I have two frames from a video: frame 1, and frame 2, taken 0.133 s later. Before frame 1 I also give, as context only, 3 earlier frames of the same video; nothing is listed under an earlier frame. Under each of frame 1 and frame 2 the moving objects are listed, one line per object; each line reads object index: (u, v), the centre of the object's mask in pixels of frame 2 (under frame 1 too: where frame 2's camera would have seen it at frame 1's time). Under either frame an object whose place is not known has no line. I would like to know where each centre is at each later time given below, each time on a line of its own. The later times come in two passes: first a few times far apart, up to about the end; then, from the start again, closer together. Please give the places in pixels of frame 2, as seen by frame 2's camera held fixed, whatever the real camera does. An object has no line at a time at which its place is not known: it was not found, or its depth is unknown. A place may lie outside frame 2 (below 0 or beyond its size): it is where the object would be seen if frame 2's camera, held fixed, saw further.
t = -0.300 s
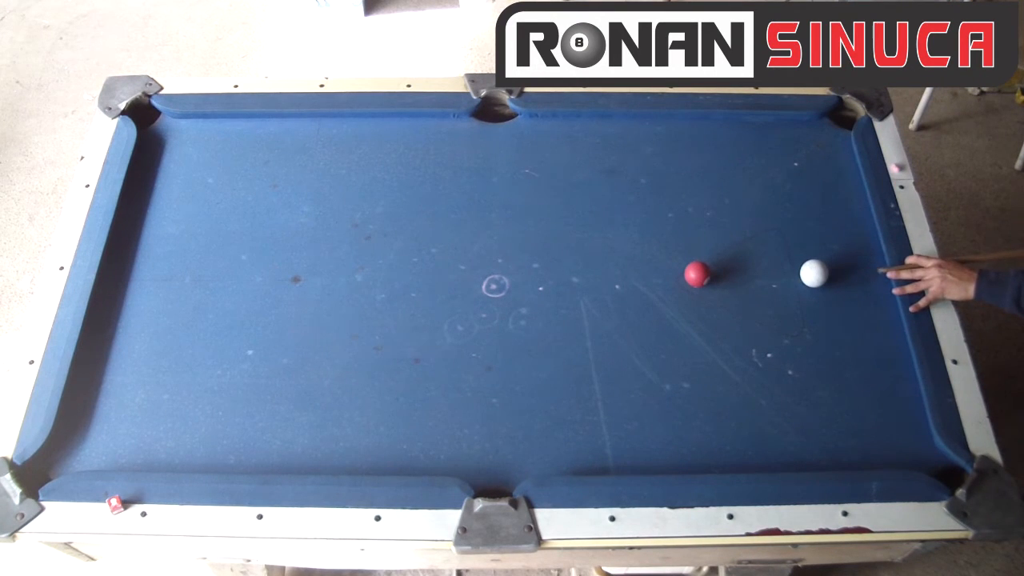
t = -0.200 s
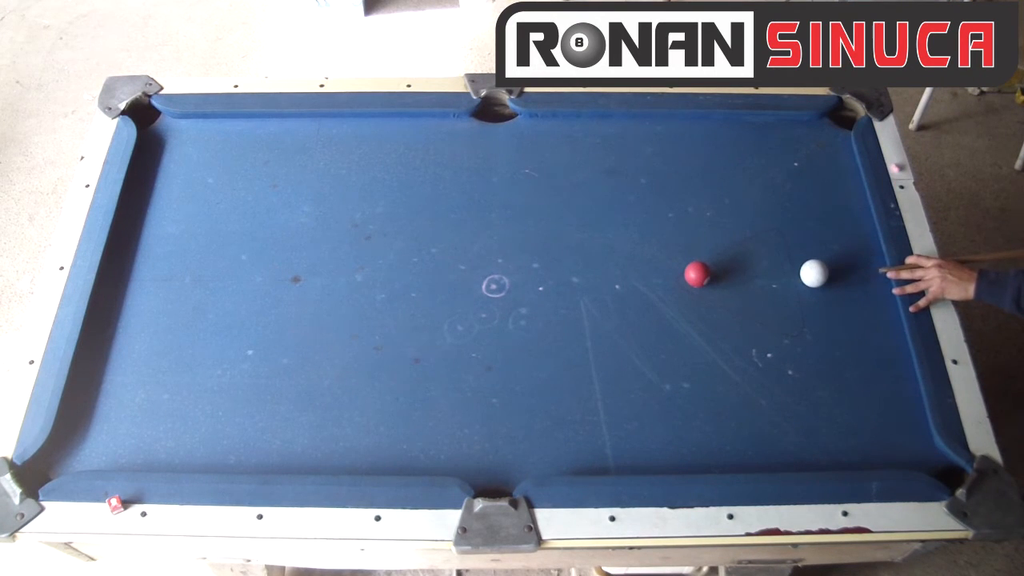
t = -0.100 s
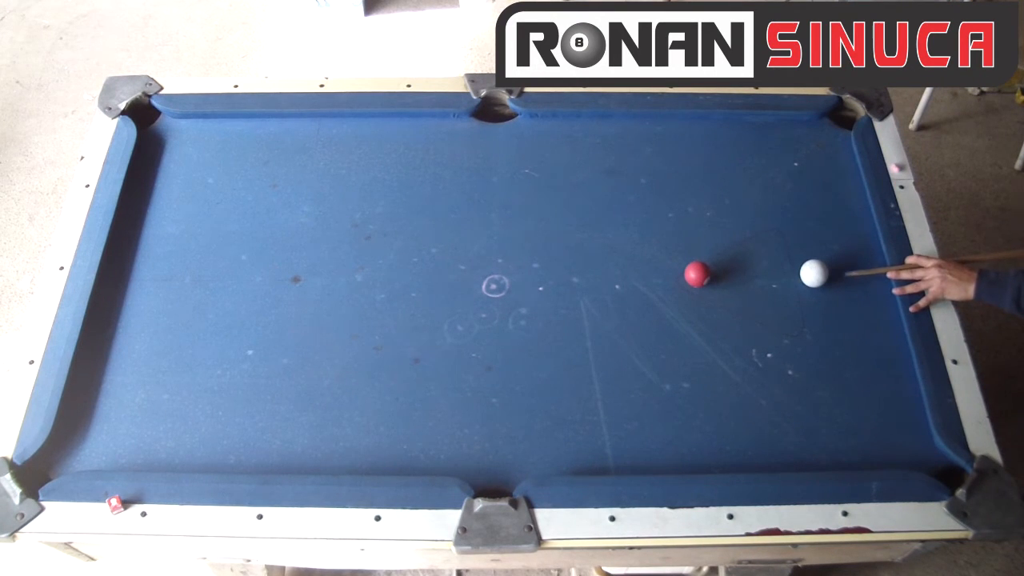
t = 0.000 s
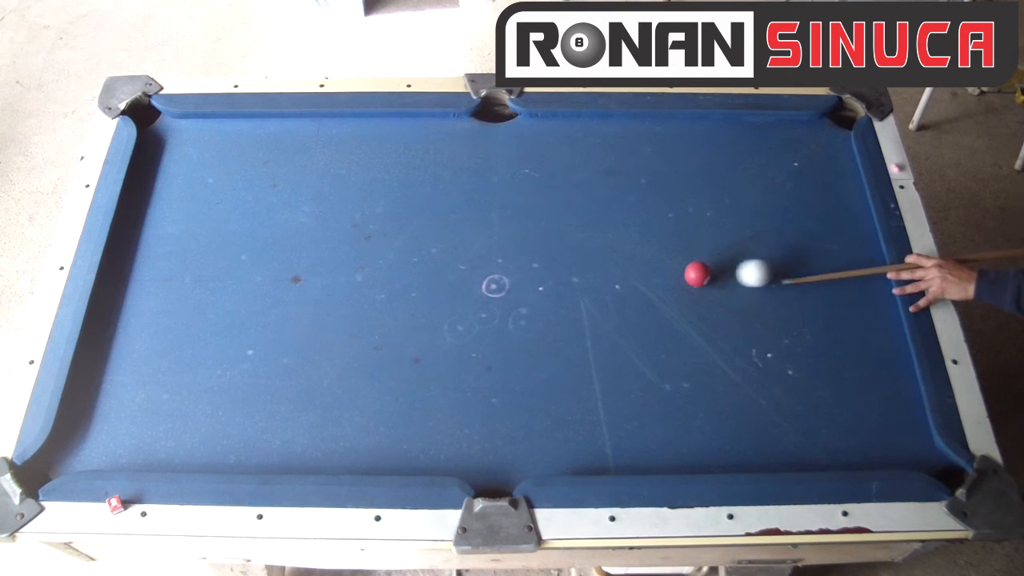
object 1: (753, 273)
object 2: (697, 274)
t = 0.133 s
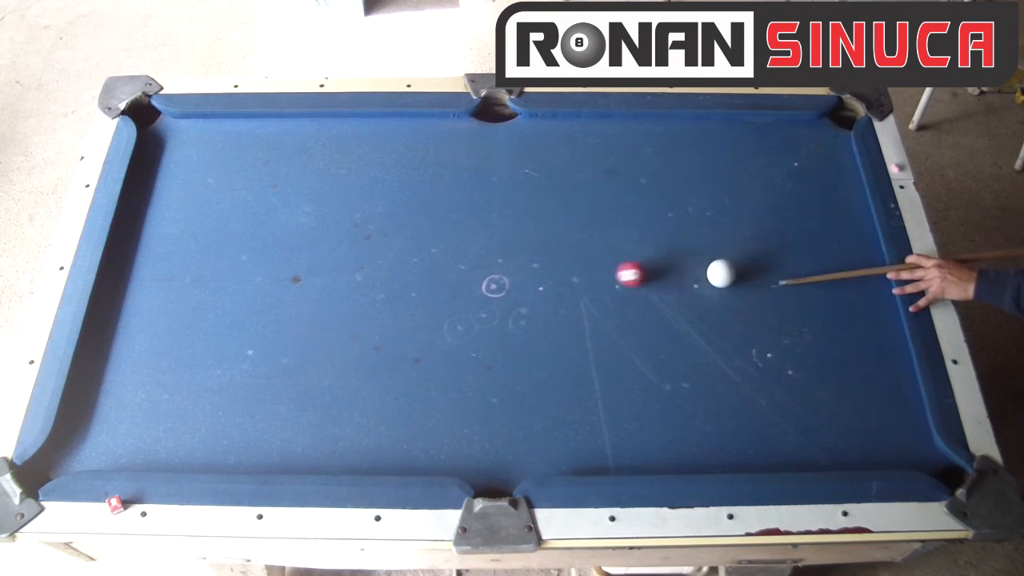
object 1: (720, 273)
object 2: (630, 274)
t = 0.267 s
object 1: (720, 273)
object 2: (549, 273)
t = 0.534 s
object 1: (720, 273)
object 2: (390, 271)
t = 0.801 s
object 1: (720, 273)
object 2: (236, 269)
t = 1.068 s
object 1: (720, 273)
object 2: (123, 265)
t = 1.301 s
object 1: (720, 273)
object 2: (221, 266)
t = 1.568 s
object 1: (720, 273)
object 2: (326, 266)
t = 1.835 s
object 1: (720, 273)
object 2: (429, 265)
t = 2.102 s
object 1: (720, 273)
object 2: (529, 264)
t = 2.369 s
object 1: (720, 273)
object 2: (624, 263)
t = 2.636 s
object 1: (728, 277)
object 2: (702, 256)
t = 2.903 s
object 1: (761, 293)
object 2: (732, 229)
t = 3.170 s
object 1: (791, 308)
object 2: (758, 206)
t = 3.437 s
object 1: (818, 321)
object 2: (782, 184)
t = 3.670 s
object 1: (839, 331)
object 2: (799, 167)
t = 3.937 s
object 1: (860, 342)
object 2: (816, 150)
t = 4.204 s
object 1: (877, 350)
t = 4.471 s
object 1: (891, 357)
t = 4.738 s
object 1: (899, 362)
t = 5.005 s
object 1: (896, 365)
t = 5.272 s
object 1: (895, 365)
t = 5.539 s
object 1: (895, 365)
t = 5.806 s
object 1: (895, 365)
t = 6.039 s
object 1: (895, 366)
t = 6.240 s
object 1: (895, 365)
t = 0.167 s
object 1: (721, 273)
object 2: (610, 274)
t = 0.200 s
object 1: (720, 273)
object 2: (589, 273)
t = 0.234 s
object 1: (720, 273)
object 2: (569, 273)
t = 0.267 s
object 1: (720, 273)
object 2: (549, 273)
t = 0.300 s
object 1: (720, 273)
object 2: (528, 273)
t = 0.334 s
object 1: (720, 273)
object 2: (508, 273)
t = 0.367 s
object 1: (720, 273)
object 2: (488, 273)
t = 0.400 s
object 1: (720, 273)
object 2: (468, 272)
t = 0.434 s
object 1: (720, 273)
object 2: (448, 272)
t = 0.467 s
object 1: (720, 273)
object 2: (429, 272)
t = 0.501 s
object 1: (720, 273)
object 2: (409, 272)
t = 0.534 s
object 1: (720, 273)
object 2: (390, 271)
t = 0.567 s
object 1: (720, 273)
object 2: (369, 271)
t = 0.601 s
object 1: (720, 273)
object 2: (349, 271)
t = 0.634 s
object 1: (720, 273)
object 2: (330, 271)
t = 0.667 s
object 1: (720, 273)
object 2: (311, 270)
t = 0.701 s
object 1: (720, 273)
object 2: (291, 270)
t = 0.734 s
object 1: (720, 273)
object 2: (273, 270)
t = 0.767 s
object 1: (720, 273)
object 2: (255, 269)
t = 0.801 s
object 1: (720, 273)
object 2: (236, 269)
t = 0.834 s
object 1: (720, 273)
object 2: (217, 269)
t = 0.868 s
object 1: (720, 273)
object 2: (199, 269)
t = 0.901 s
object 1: (720, 273)
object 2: (181, 268)
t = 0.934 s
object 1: (720, 273)
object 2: (163, 268)
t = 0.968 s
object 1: (720, 273)
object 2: (144, 267)
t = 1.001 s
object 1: (720, 273)
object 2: (126, 267)
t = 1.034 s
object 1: (720, 273)
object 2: (112, 266)
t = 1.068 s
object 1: (720, 273)
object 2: (123, 265)
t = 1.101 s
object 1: (720, 273)
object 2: (139, 267)
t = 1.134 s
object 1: (720, 273)
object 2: (153, 266)
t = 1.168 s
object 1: (720, 273)
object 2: (167, 266)
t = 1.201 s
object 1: (720, 273)
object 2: (180, 266)
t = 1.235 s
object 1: (720, 273)
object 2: (193, 266)
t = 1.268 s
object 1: (720, 273)
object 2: (207, 267)
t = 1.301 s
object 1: (720, 273)
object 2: (221, 266)
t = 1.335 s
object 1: (720, 273)
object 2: (233, 266)
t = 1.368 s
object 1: (720, 273)
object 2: (247, 266)
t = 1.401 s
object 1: (720, 273)
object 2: (260, 266)
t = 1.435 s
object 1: (720, 273)
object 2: (273, 266)
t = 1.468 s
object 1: (720, 273)
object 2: (287, 267)
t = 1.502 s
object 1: (720, 273)
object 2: (299, 267)
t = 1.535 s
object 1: (720, 273)
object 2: (313, 266)
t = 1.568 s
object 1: (720, 273)
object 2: (326, 266)
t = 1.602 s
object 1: (720, 273)
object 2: (339, 266)
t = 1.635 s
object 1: (720, 273)
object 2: (352, 265)
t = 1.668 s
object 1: (720, 273)
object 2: (365, 266)
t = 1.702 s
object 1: (720, 273)
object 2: (378, 265)
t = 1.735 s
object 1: (720, 273)
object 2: (390, 265)
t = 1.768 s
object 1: (720, 273)
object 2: (403, 265)
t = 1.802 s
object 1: (720, 273)
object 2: (417, 265)
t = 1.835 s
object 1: (720, 273)
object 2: (429, 265)
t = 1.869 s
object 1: (720, 273)
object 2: (442, 265)
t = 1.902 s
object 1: (720, 273)
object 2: (454, 264)
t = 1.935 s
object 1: (720, 273)
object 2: (466, 264)
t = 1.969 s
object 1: (720, 273)
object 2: (479, 264)
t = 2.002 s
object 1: (720, 273)
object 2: (492, 264)
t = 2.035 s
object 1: (720, 273)
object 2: (504, 264)
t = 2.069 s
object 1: (720, 273)
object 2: (516, 264)
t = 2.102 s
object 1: (720, 273)
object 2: (529, 264)
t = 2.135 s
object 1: (720, 273)
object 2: (541, 263)
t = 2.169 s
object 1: (720, 273)
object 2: (553, 263)
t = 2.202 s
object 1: (720, 273)
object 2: (565, 263)
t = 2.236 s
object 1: (720, 273)
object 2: (577, 263)
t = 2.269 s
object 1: (720, 273)
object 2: (589, 263)
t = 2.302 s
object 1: (720, 273)
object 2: (601, 263)
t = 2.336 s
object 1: (720, 273)
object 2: (613, 263)
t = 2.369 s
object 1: (720, 273)
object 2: (624, 263)
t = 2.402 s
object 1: (720, 273)
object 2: (635, 262)
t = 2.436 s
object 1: (720, 273)
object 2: (647, 262)
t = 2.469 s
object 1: (720, 273)
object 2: (658, 262)
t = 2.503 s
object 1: (720, 273)
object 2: (670, 262)
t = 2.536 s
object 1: (720, 273)
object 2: (681, 262)
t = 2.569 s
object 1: (720, 273)
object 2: (692, 261)
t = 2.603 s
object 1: (724, 275)
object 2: (698, 259)
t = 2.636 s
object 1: (728, 277)
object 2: (702, 256)
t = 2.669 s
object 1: (733, 279)
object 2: (706, 252)
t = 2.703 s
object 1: (737, 281)
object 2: (710, 249)
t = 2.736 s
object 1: (741, 283)
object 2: (713, 245)
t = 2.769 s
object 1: (745, 285)
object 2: (717, 242)
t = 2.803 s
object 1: (749, 287)
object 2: (721, 239)
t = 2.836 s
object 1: (753, 289)
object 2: (725, 235)
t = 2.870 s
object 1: (757, 291)
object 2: (729, 232)
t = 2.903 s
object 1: (761, 293)
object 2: (732, 229)
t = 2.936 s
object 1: (765, 295)
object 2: (735, 225)
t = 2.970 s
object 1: (769, 297)
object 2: (739, 223)
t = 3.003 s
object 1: (773, 299)
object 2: (743, 220)
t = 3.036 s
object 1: (777, 301)
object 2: (746, 217)
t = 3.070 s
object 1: (780, 303)
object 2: (749, 214)
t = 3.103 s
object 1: (784, 304)
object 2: (752, 211)
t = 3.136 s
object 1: (787, 306)
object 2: (755, 208)
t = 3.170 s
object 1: (791, 308)
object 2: (758, 206)
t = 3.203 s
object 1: (795, 310)
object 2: (761, 202)
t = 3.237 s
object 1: (798, 311)
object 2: (765, 200)
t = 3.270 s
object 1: (802, 313)
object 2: (768, 197)
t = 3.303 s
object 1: (805, 315)
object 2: (770, 194)
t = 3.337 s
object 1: (808, 316)
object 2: (773, 192)
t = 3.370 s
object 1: (812, 318)
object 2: (776, 189)
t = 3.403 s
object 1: (815, 319)
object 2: (779, 186)
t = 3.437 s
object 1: (818, 321)
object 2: (782, 184)
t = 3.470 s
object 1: (821, 322)
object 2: (785, 181)
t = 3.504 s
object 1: (824, 324)
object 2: (787, 179)
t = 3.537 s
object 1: (827, 326)
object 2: (789, 176)
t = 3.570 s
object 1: (830, 327)
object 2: (792, 174)
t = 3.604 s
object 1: (834, 328)
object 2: (794, 172)
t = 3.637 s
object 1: (836, 330)
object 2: (796, 169)
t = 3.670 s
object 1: (839, 331)
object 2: (799, 167)
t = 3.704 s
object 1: (842, 333)
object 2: (801, 165)
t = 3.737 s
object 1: (845, 334)
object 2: (804, 162)
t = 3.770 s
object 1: (847, 335)
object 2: (805, 160)
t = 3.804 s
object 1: (850, 337)
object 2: (808, 158)
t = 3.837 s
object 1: (852, 338)
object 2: (809, 156)
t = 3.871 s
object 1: (855, 339)
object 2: (812, 154)
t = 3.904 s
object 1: (857, 340)
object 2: (814, 152)
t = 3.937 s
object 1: (860, 342)
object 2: (816, 150)
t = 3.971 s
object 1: (862, 343)
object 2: (818, 148)
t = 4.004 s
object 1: (864, 344)
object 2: (820, 146)
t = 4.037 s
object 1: (866, 345)
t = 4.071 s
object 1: (869, 346)
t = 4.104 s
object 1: (871, 347)
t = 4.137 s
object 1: (873, 349)
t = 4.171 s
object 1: (875, 350)
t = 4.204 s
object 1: (877, 350)
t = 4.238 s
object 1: (879, 351)
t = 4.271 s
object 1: (880, 352)
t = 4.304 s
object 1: (882, 353)
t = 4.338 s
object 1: (884, 354)
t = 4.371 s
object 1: (886, 355)
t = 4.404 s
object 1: (887, 356)
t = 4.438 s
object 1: (889, 357)
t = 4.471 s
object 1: (891, 357)
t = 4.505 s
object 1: (892, 358)
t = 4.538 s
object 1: (894, 359)
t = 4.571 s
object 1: (895, 360)
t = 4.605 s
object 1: (897, 360)
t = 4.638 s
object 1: (898, 361)
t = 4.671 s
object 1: (899, 361)
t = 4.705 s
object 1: (900, 362)
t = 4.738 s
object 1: (899, 362)
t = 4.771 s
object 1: (899, 363)
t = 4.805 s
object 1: (898, 363)
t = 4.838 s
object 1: (898, 364)
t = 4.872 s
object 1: (898, 364)
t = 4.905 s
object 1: (897, 364)
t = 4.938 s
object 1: (897, 365)
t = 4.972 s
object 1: (897, 365)
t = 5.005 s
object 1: (896, 365)
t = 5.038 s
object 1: (896, 365)
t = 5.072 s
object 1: (896, 365)
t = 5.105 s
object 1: (896, 365)
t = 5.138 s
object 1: (895, 366)
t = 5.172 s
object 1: (895, 366)
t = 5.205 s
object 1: (895, 366)
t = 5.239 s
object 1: (895, 365)
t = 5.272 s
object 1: (895, 365)
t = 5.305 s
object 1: (895, 366)
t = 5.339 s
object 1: (895, 366)
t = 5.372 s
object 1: (895, 365)
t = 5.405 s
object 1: (895, 366)
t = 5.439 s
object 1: (895, 366)
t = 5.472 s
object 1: (895, 366)
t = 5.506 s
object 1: (895, 365)
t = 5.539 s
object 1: (895, 365)
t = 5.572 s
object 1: (895, 365)
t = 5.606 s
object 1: (895, 365)
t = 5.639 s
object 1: (895, 365)
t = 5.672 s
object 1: (895, 365)
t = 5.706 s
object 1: (895, 366)
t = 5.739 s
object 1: (895, 365)
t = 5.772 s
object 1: (895, 365)
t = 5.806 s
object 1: (895, 365)
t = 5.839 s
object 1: (895, 365)
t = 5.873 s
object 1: (895, 365)
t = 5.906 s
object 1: (895, 365)
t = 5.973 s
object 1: (895, 366)
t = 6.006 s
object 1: (895, 366)
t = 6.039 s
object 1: (895, 366)
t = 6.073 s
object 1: (895, 365)
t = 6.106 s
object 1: (895, 365)
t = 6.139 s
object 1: (895, 365)
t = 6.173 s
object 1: (895, 365)
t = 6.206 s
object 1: (895, 365)
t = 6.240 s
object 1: (895, 365)
